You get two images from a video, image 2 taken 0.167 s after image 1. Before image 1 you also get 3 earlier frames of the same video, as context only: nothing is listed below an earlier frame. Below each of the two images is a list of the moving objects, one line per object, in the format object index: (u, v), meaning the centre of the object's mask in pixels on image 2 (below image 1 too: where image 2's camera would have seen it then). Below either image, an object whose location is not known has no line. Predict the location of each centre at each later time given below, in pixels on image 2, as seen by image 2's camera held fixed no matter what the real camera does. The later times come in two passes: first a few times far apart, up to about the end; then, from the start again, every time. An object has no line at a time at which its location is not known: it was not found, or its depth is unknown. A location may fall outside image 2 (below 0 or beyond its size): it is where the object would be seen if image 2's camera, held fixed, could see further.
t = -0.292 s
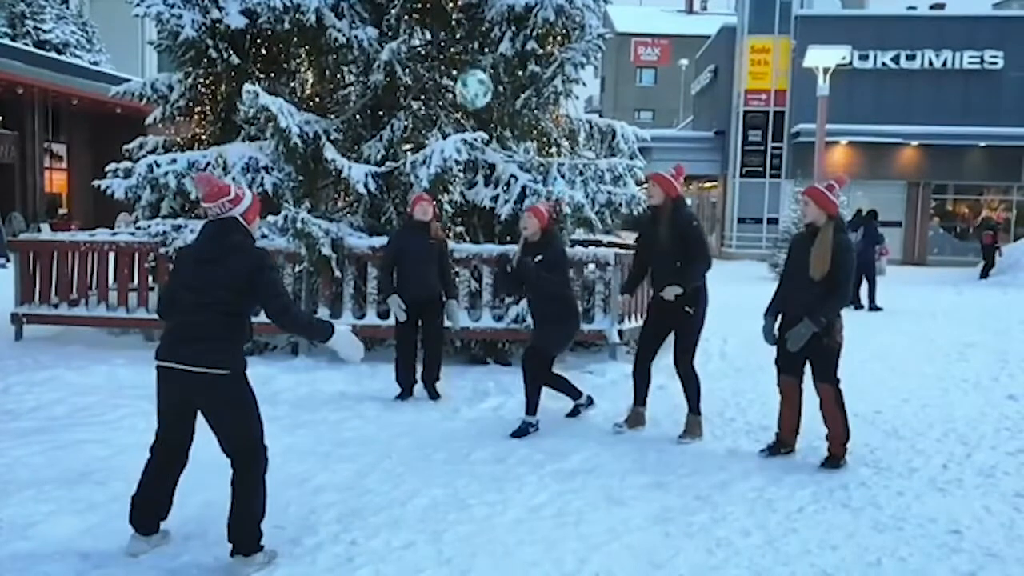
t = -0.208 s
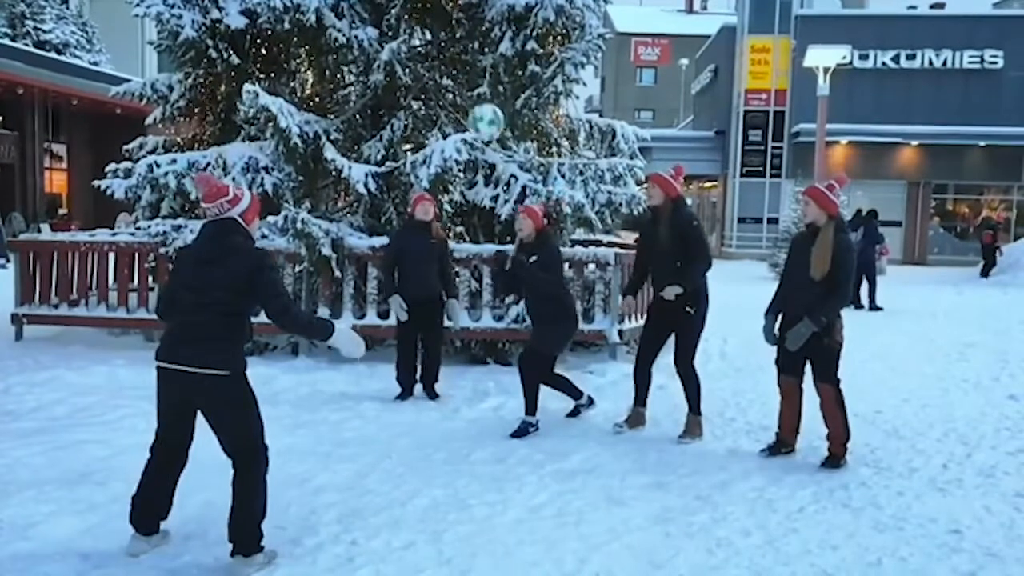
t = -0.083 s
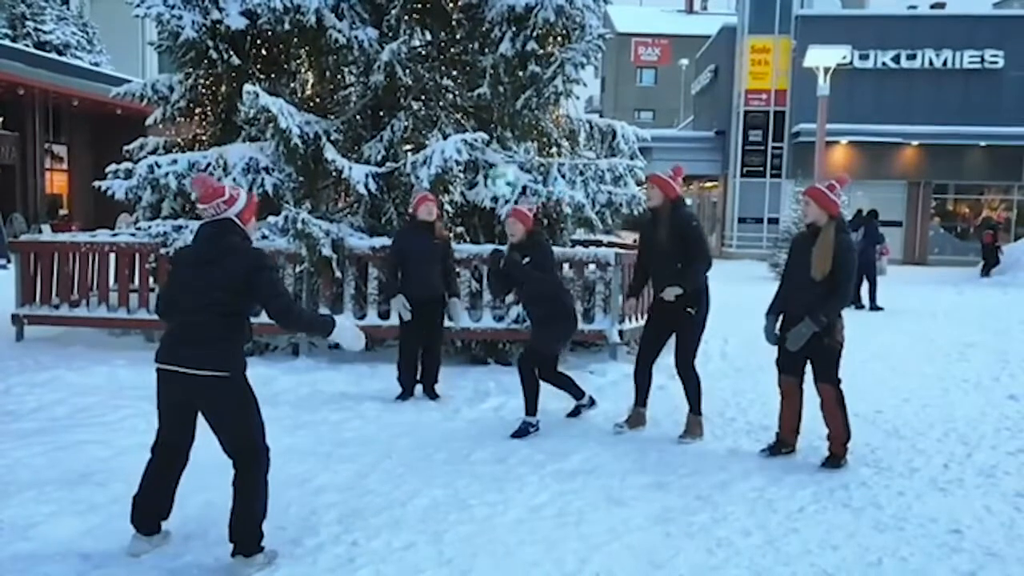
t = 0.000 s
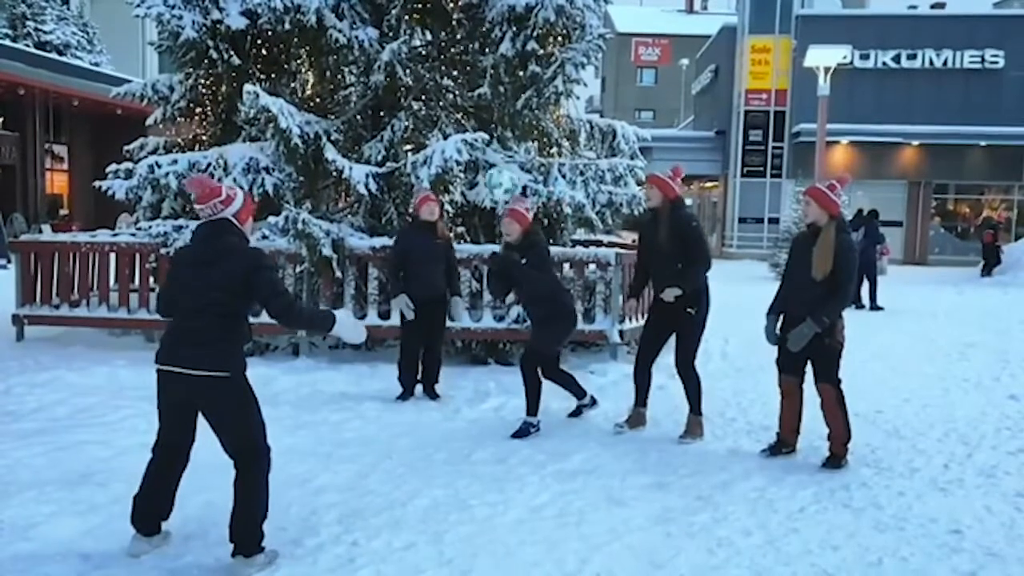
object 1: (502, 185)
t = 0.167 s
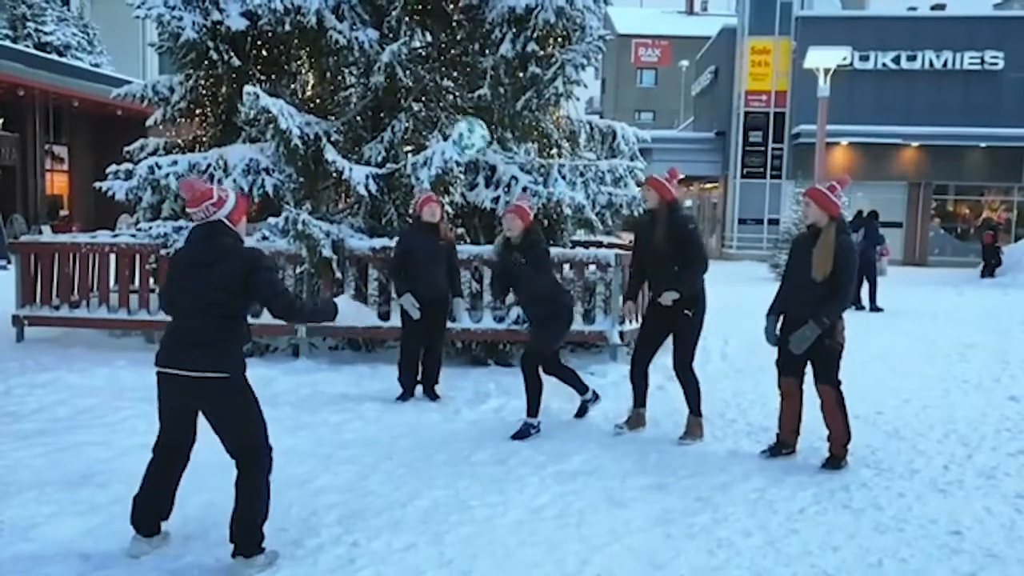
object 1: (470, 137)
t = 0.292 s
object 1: (444, 110)
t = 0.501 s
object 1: (387, 90)
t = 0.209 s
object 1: (462, 125)
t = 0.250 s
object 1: (453, 117)
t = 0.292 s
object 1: (444, 110)
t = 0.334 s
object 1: (433, 103)
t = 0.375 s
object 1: (423, 98)
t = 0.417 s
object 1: (411, 94)
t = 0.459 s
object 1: (399, 91)
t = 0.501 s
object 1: (387, 90)
